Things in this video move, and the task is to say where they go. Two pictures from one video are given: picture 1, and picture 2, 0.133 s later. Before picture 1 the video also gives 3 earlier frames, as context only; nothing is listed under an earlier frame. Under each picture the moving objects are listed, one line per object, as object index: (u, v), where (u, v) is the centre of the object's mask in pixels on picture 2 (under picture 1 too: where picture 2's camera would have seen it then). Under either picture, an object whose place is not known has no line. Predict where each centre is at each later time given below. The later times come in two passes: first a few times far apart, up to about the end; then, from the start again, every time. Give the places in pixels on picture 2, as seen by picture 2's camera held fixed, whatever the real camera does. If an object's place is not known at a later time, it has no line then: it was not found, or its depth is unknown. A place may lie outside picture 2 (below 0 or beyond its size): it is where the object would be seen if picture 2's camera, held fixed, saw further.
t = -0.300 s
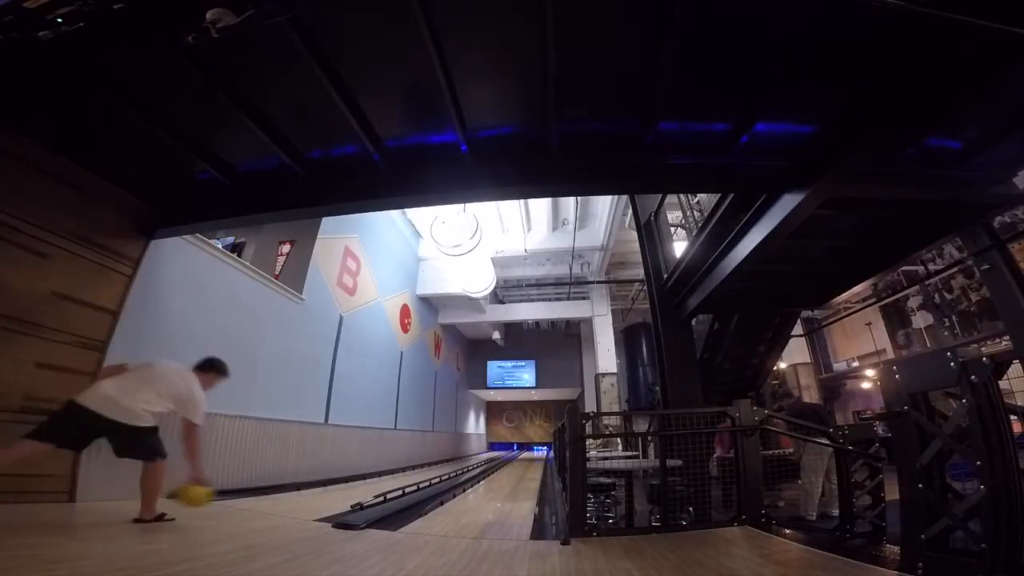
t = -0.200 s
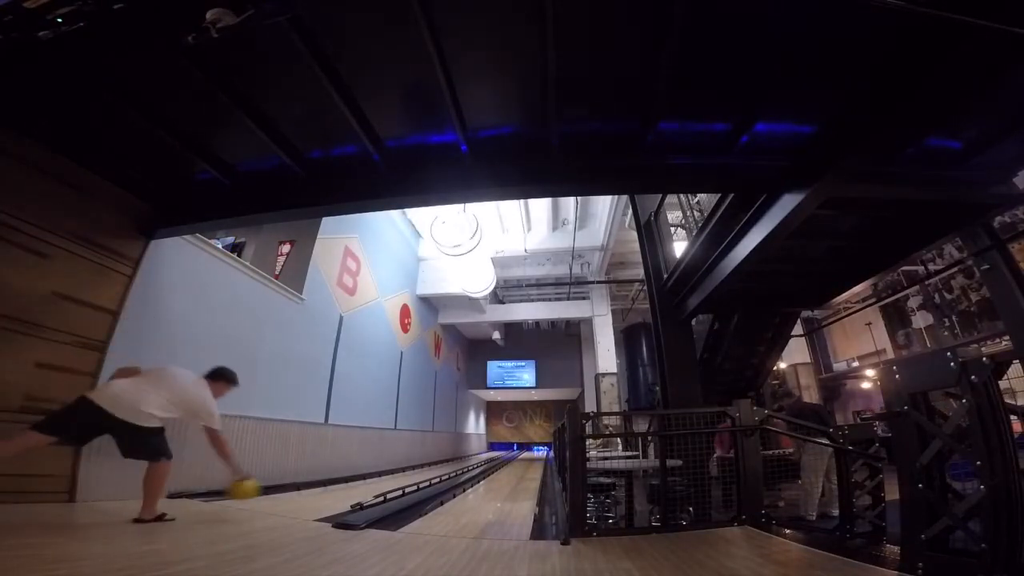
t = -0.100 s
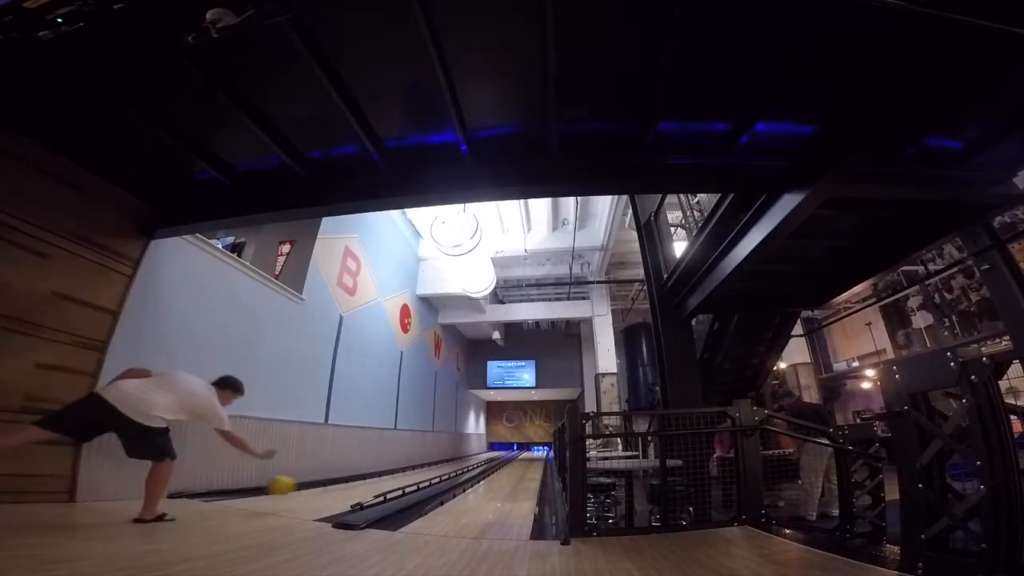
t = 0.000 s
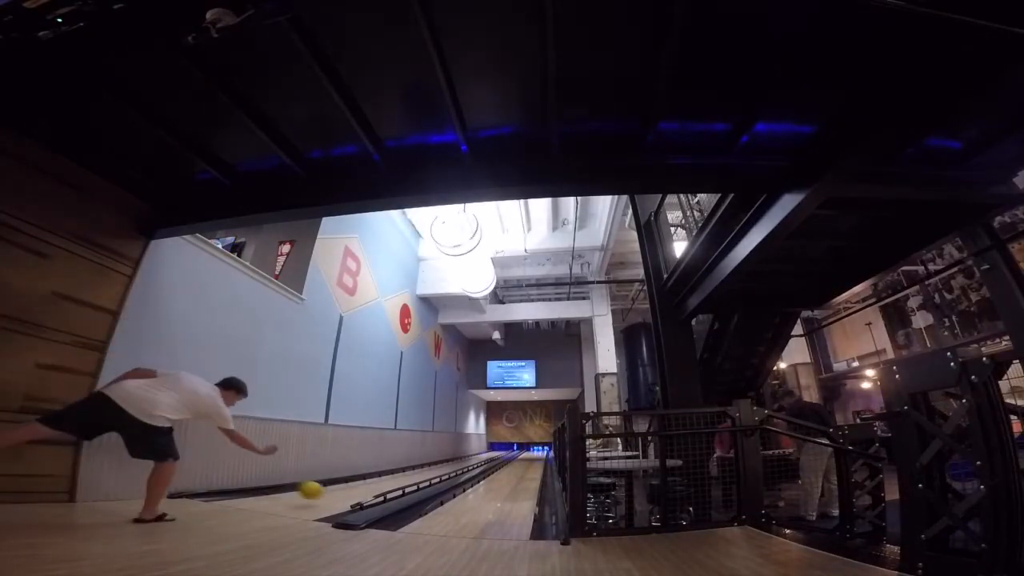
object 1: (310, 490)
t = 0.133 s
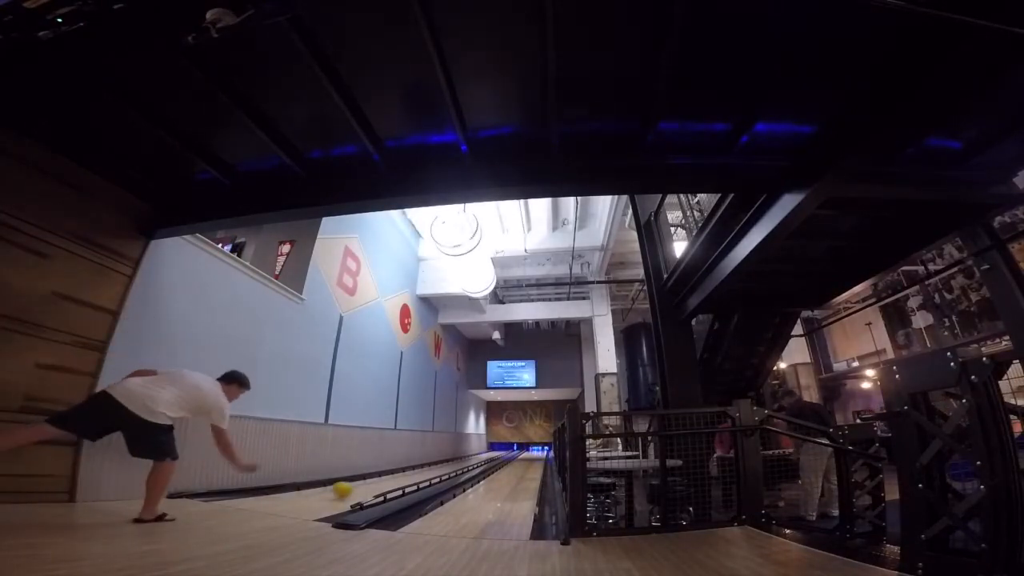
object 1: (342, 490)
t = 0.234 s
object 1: (361, 488)
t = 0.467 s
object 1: (391, 481)
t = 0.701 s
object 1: (412, 477)
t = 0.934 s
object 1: (425, 473)
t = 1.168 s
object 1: (437, 470)
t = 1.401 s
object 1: (447, 468)
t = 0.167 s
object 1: (348, 489)
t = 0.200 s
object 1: (354, 489)
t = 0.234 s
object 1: (361, 488)
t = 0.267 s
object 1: (366, 487)
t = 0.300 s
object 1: (370, 486)
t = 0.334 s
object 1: (375, 485)
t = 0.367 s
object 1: (380, 484)
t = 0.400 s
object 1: (384, 483)
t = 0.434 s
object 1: (388, 482)
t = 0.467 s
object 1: (391, 481)
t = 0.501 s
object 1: (395, 480)
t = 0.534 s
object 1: (399, 480)
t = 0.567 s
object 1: (402, 479)
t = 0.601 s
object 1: (404, 479)
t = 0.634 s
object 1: (407, 478)
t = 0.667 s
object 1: (410, 477)
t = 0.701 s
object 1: (412, 477)
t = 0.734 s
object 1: (414, 476)
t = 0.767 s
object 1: (416, 476)
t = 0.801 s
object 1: (418, 475)
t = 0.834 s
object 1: (421, 475)
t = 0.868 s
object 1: (422, 474)
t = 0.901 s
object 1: (423, 474)
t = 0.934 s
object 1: (425, 473)
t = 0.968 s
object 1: (428, 473)
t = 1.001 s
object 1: (429, 472)
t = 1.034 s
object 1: (431, 472)
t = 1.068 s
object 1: (432, 472)
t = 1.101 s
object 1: (434, 471)
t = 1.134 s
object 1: (435, 471)
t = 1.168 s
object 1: (437, 470)
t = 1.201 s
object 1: (439, 470)
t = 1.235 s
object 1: (440, 470)
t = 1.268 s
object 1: (442, 469)
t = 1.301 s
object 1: (443, 469)
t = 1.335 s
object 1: (444, 469)
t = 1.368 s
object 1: (445, 468)
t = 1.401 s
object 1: (447, 468)
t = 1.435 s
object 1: (448, 468)
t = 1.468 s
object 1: (449, 467)
